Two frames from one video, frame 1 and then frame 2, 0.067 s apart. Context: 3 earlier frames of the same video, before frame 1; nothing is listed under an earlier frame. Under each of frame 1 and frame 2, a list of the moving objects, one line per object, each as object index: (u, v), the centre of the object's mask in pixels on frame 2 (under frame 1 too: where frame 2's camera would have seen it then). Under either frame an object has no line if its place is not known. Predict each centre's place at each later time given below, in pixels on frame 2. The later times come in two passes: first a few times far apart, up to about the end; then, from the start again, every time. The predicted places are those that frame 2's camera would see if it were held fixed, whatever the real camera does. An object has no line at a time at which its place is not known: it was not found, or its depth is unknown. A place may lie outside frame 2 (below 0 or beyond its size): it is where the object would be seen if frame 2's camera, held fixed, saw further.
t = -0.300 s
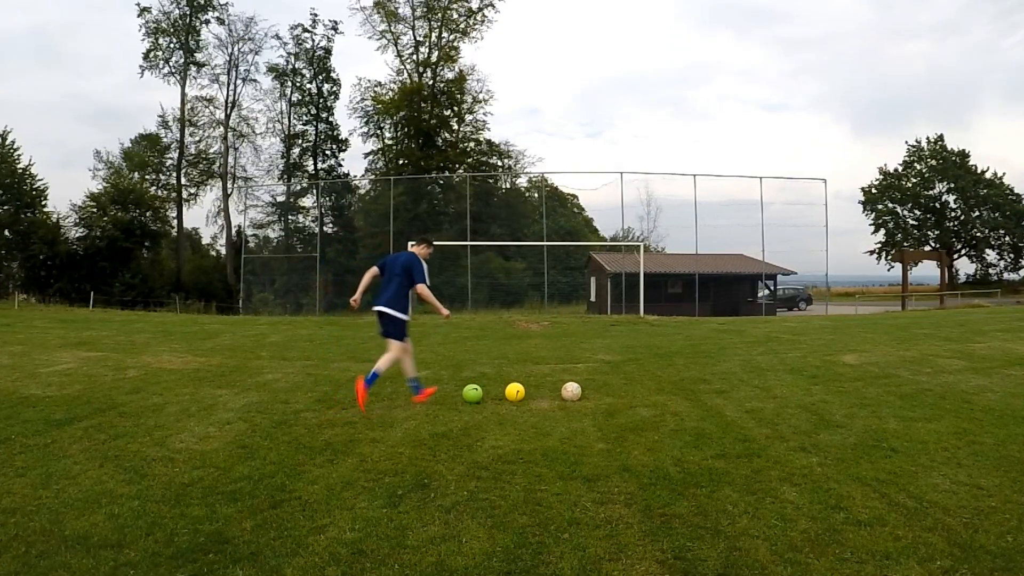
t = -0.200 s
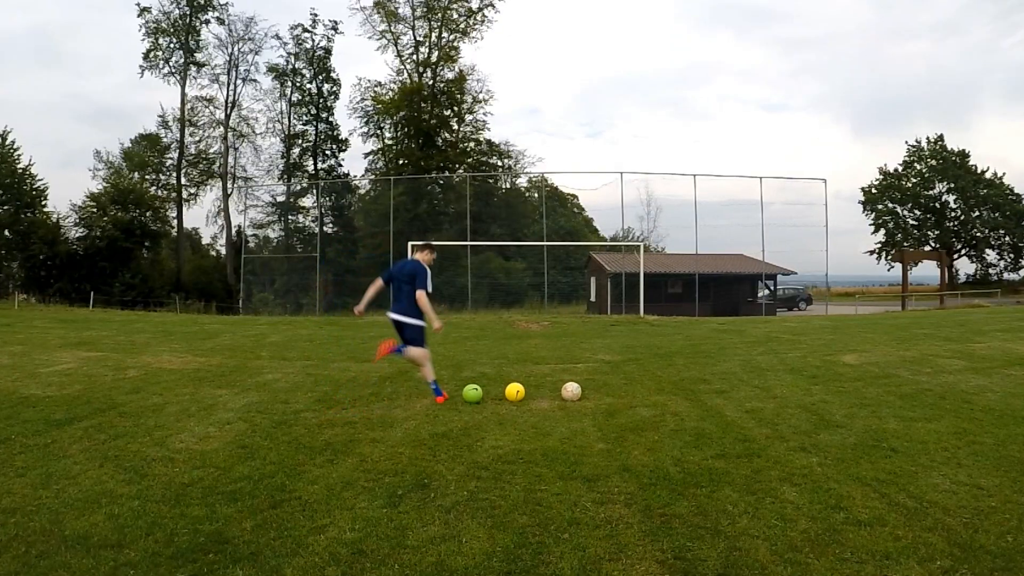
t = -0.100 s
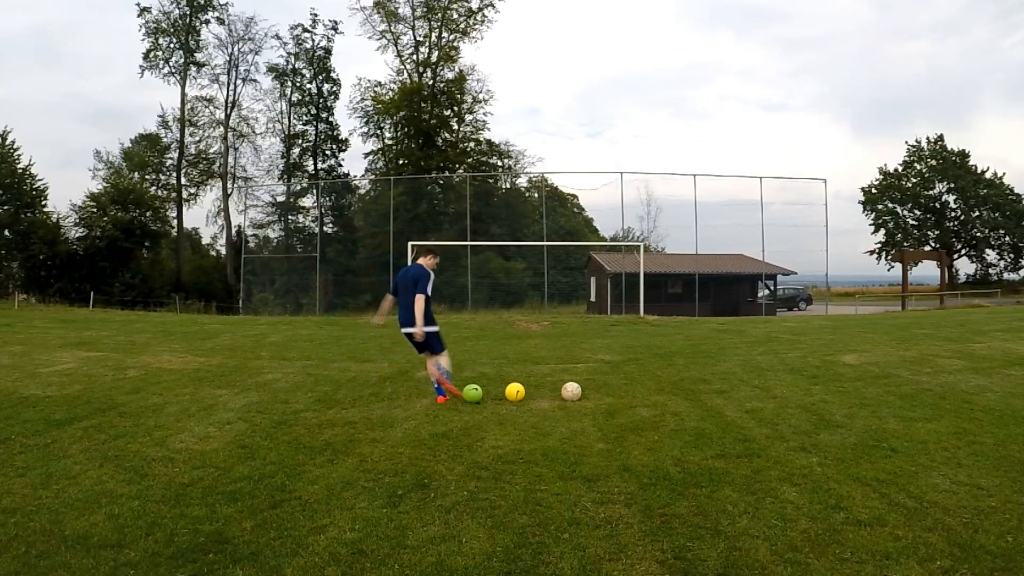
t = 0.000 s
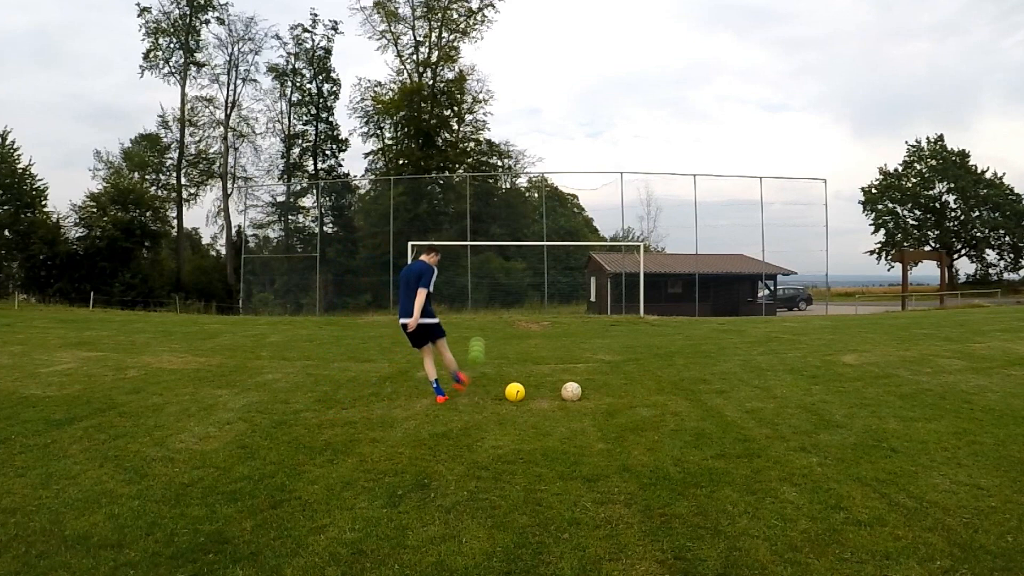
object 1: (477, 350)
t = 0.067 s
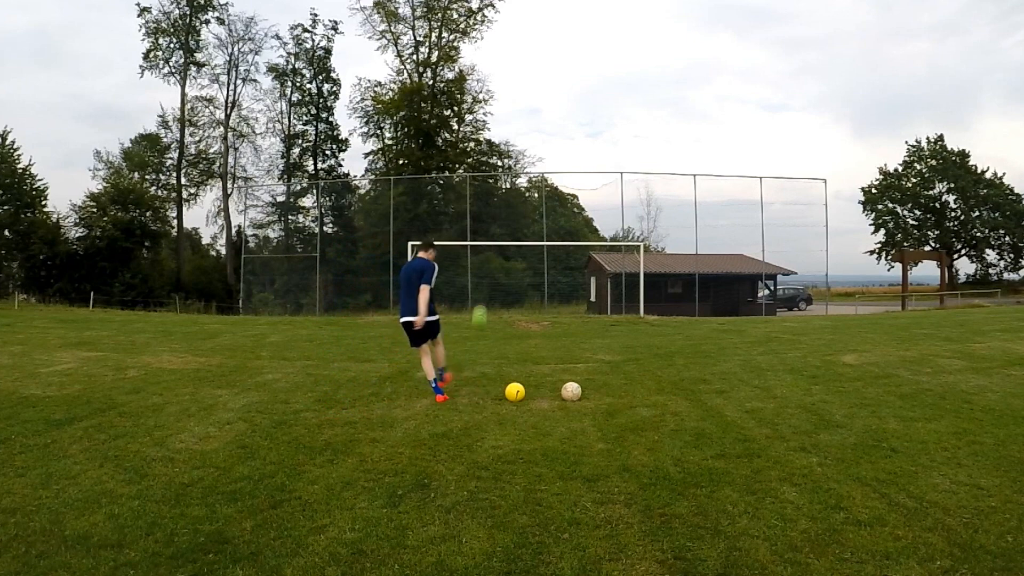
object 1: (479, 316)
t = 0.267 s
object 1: (483, 263)
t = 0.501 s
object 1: (482, 244)
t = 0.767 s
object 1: (480, 256)
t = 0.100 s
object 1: (480, 303)
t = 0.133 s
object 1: (481, 292)
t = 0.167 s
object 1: (482, 283)
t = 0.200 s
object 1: (482, 275)
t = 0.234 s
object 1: (483, 268)
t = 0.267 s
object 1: (483, 263)
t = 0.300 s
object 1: (483, 258)
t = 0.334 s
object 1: (483, 254)
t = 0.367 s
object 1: (483, 251)
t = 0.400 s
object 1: (483, 249)
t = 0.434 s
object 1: (483, 247)
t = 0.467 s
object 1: (482, 245)
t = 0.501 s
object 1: (482, 244)
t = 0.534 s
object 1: (482, 243)
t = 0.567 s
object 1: (482, 243)
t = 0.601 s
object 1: (481, 243)
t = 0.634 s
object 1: (481, 243)
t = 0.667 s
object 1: (480, 243)
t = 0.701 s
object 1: (480, 244)
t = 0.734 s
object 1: (480, 248)
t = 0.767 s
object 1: (480, 256)
